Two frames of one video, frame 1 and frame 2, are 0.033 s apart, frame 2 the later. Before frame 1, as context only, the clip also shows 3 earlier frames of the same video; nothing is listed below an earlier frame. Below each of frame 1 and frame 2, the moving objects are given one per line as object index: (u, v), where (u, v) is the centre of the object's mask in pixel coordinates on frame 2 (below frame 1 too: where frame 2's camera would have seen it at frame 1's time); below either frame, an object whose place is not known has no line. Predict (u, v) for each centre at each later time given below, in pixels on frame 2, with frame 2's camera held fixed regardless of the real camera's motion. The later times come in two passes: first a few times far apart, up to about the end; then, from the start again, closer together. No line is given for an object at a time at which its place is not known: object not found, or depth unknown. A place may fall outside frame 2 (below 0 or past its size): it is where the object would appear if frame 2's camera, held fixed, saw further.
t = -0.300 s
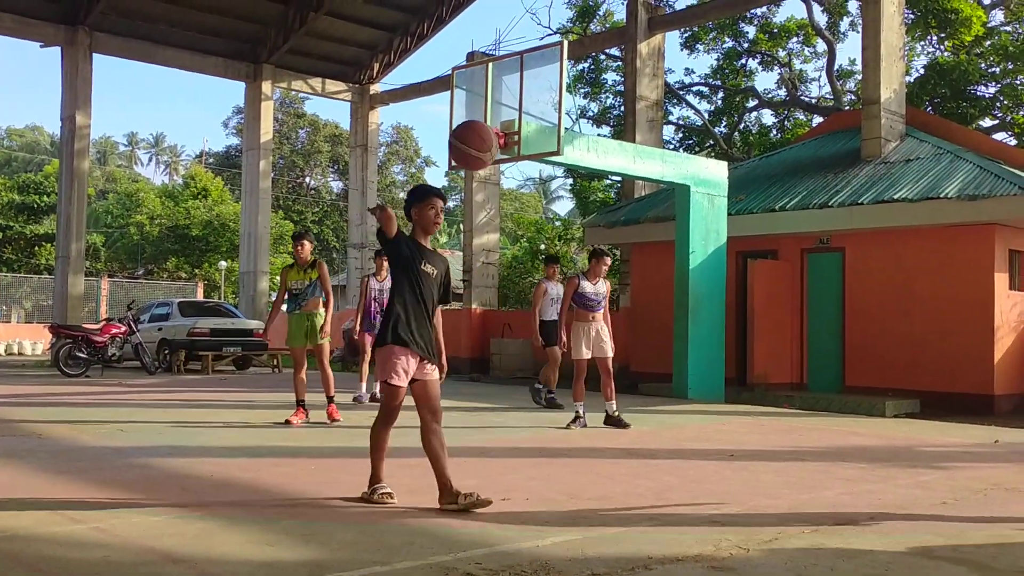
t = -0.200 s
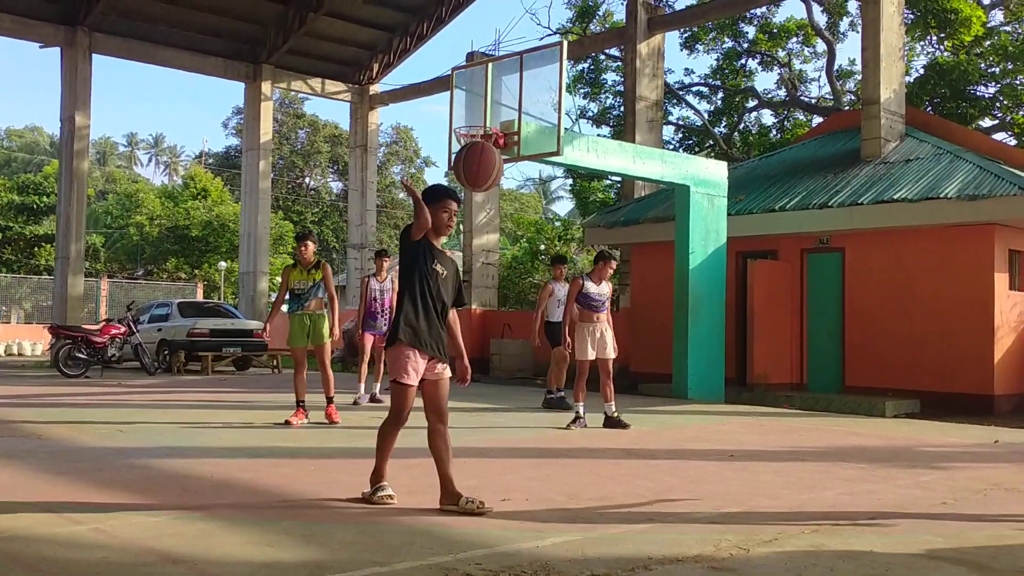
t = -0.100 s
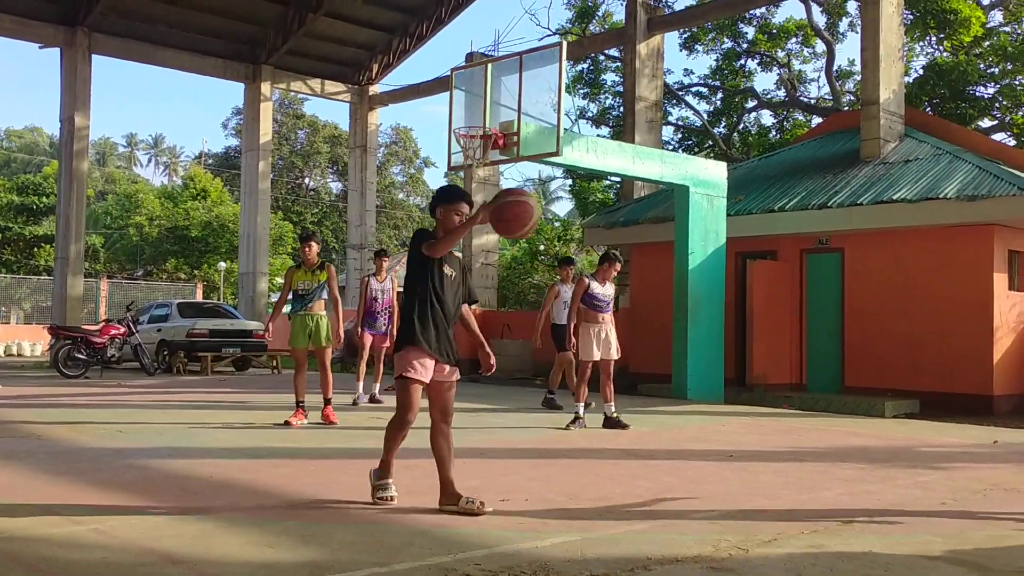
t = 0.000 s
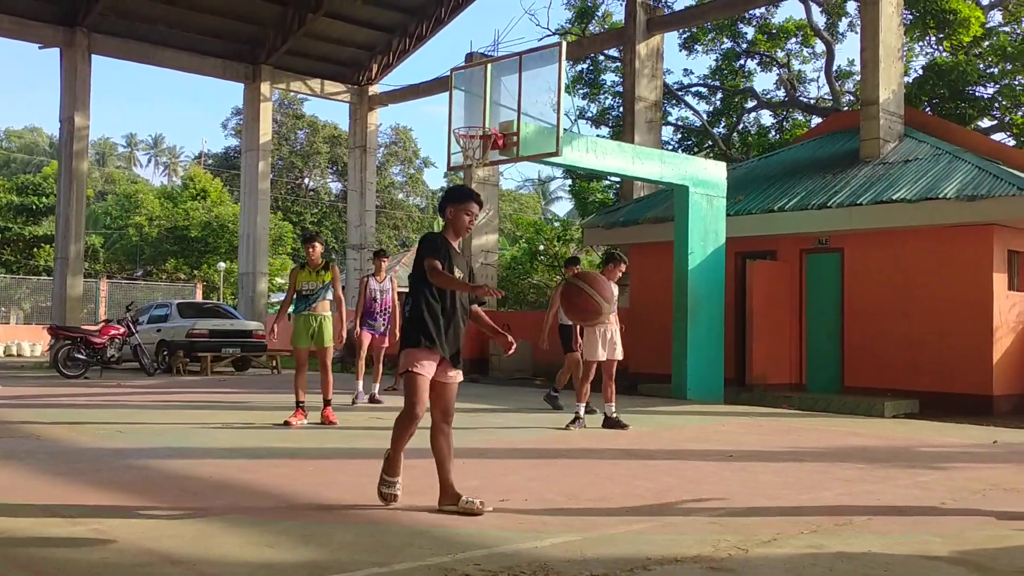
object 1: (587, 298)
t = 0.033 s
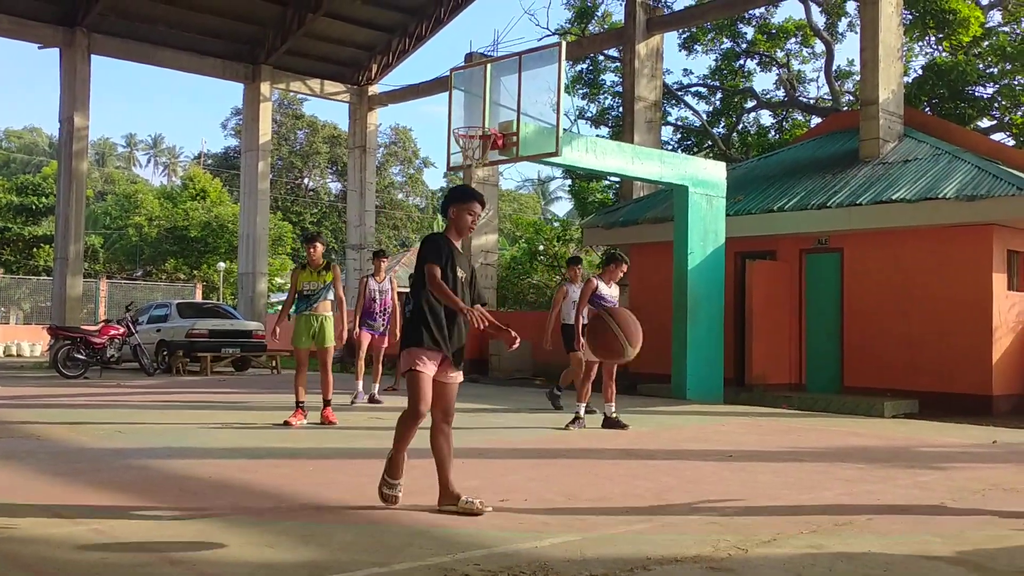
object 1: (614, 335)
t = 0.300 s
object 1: (819, 395)
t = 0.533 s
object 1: (977, 213)
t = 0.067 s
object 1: (643, 375)
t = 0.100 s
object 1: (671, 422)
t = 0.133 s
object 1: (703, 474)
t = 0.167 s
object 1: (735, 532)
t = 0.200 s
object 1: (756, 506)
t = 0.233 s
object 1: (776, 467)
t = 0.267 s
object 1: (796, 430)
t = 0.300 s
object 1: (819, 395)
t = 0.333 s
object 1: (839, 362)
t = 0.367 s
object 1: (861, 331)
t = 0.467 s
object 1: (930, 253)
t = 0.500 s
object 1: (953, 232)
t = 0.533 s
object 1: (977, 213)
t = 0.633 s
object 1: (1057, 170)
